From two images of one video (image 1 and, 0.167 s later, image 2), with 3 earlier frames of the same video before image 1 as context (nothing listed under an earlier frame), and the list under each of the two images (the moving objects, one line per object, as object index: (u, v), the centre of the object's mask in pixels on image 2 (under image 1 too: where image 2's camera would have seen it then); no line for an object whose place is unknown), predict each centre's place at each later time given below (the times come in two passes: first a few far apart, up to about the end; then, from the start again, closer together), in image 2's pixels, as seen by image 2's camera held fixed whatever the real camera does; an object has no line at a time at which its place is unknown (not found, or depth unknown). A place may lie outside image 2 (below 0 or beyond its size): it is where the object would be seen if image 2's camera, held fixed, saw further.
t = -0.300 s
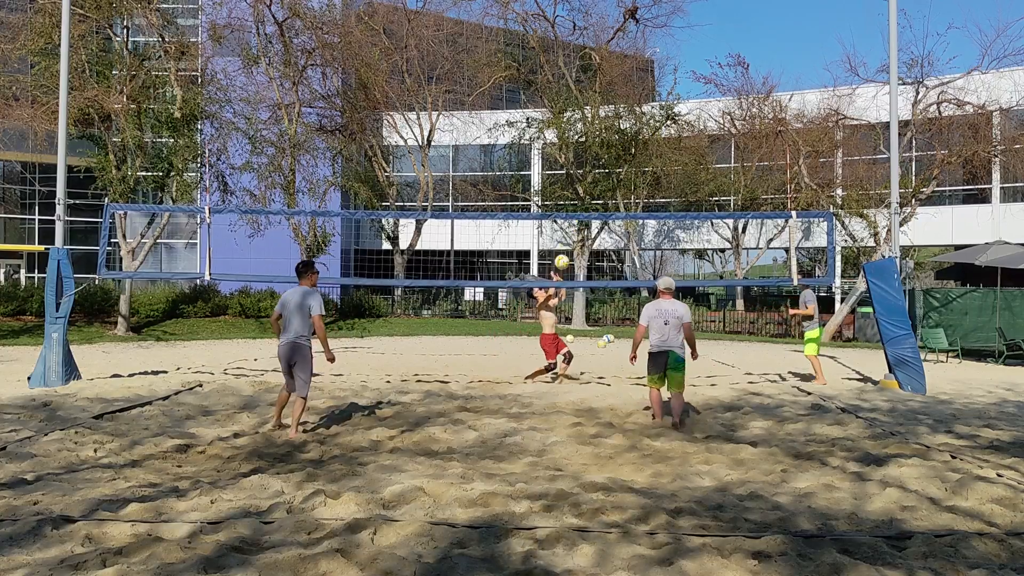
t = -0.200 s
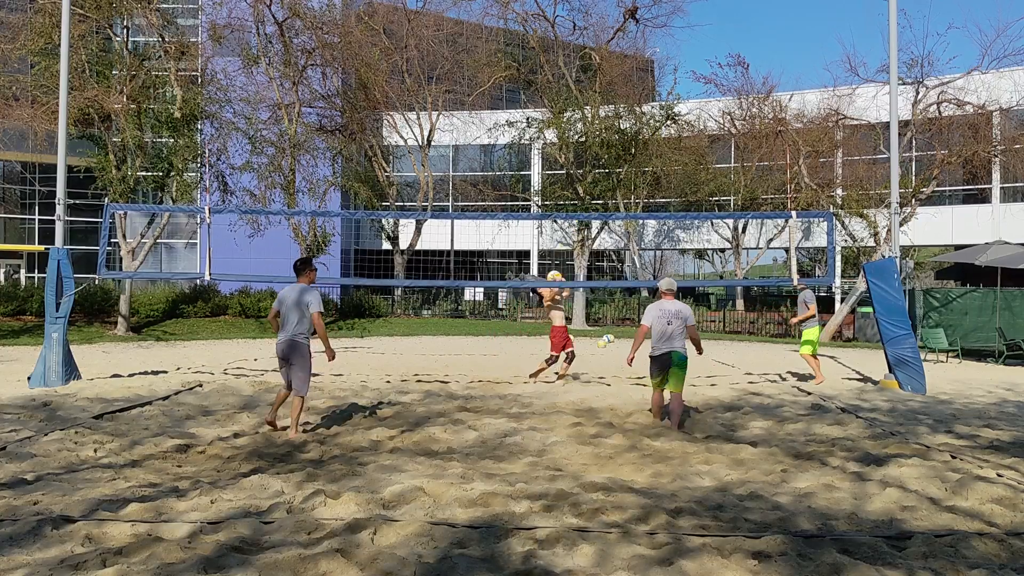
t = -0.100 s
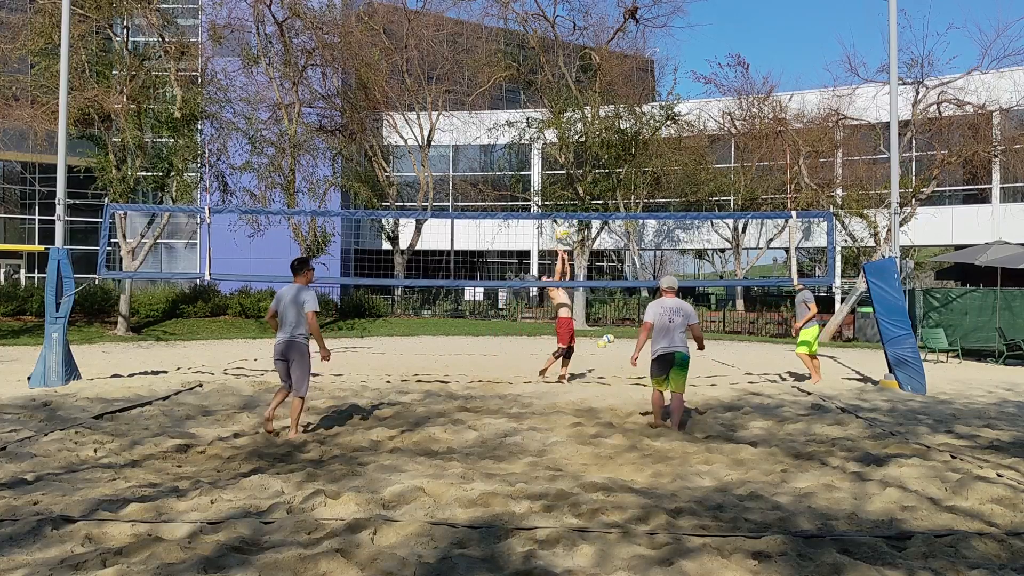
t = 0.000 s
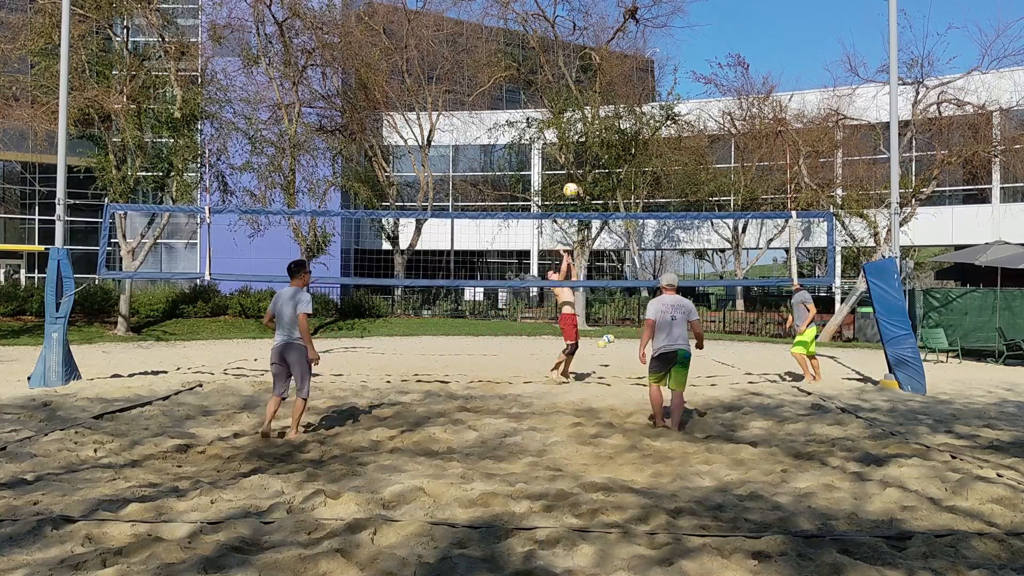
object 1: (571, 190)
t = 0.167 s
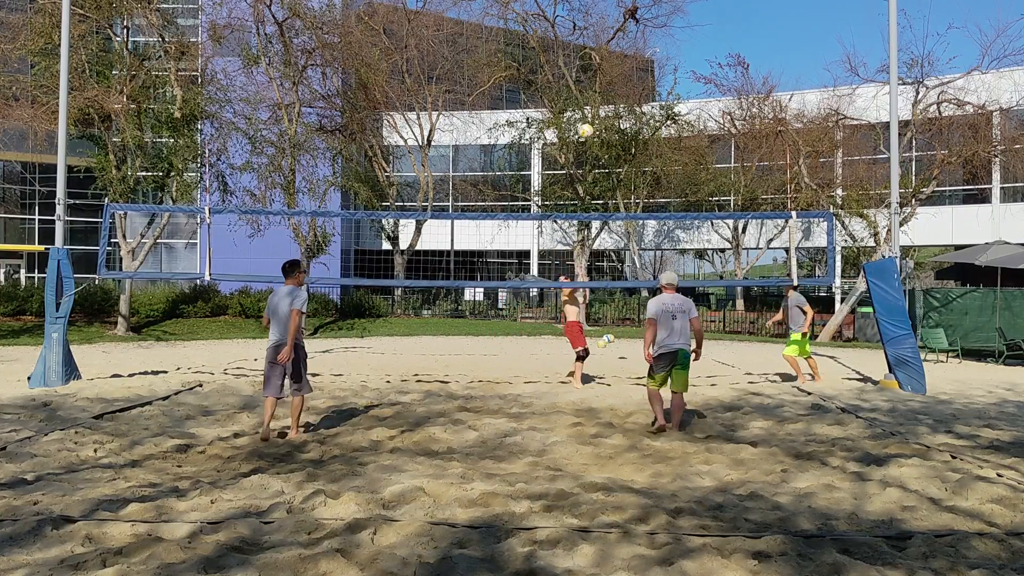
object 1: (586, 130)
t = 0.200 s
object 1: (589, 121)
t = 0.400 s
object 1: (608, 79)
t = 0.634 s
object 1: (630, 63)
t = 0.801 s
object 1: (646, 74)
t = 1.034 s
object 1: (668, 120)
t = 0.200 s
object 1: (589, 121)
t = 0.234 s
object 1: (591, 112)
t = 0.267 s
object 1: (595, 104)
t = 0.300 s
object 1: (598, 97)
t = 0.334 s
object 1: (601, 90)
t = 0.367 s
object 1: (604, 85)
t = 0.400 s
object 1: (608, 79)
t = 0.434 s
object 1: (611, 75)
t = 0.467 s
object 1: (614, 71)
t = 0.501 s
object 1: (617, 68)
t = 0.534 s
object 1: (620, 66)
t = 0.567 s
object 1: (624, 64)
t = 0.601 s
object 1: (627, 64)
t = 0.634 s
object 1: (630, 63)
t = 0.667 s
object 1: (633, 64)
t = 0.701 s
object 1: (636, 66)
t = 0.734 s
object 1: (639, 68)
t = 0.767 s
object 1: (642, 71)
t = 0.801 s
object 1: (646, 74)
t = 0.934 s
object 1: (658, 96)
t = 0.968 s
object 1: (661, 104)
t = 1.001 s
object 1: (664, 111)
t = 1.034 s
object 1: (668, 120)
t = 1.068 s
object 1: (670, 129)
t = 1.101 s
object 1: (673, 140)
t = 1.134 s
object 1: (676, 150)
